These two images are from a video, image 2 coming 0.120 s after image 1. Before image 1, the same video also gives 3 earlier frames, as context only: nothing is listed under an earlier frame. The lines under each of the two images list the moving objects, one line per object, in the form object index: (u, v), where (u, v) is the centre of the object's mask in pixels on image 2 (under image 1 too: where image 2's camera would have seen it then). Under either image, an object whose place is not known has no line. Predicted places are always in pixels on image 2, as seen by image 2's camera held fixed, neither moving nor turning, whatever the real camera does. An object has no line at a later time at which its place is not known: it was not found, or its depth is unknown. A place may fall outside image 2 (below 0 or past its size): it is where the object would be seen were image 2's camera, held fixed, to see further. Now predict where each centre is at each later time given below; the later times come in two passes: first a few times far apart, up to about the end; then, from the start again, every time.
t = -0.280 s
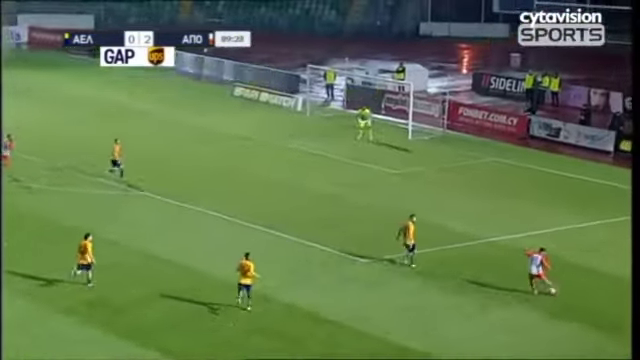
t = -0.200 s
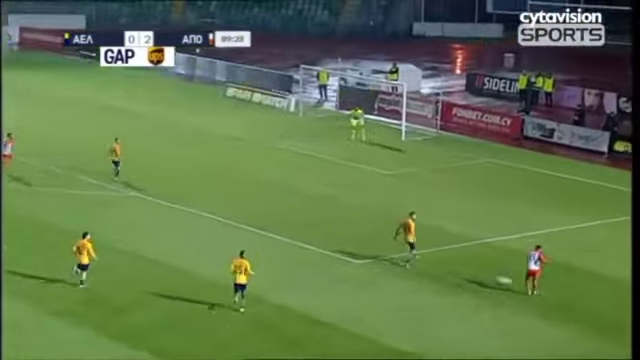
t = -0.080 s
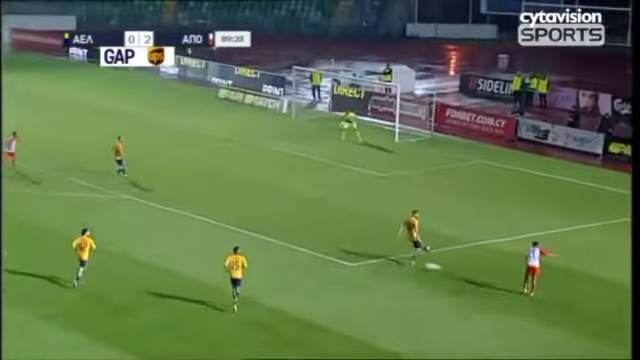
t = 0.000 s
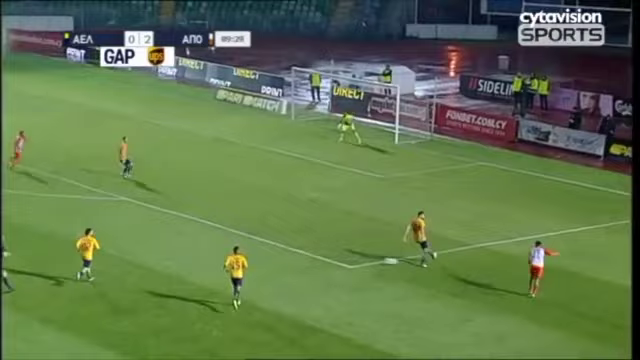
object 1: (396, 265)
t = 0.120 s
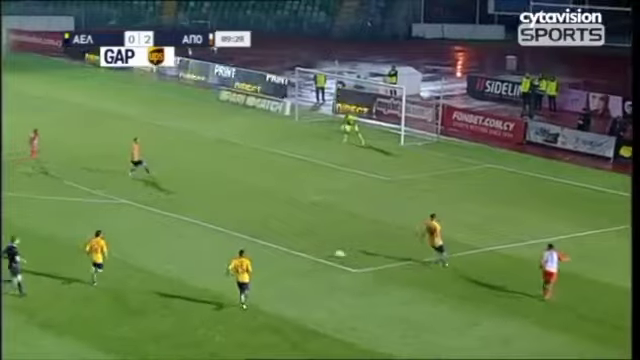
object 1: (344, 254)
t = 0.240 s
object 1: (290, 243)
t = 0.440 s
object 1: (216, 229)
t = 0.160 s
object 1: (324, 250)
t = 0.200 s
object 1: (306, 247)
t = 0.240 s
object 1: (290, 243)
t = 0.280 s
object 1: (273, 241)
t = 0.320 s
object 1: (257, 239)
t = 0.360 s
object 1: (243, 236)
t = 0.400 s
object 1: (230, 232)
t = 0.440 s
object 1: (216, 229)
